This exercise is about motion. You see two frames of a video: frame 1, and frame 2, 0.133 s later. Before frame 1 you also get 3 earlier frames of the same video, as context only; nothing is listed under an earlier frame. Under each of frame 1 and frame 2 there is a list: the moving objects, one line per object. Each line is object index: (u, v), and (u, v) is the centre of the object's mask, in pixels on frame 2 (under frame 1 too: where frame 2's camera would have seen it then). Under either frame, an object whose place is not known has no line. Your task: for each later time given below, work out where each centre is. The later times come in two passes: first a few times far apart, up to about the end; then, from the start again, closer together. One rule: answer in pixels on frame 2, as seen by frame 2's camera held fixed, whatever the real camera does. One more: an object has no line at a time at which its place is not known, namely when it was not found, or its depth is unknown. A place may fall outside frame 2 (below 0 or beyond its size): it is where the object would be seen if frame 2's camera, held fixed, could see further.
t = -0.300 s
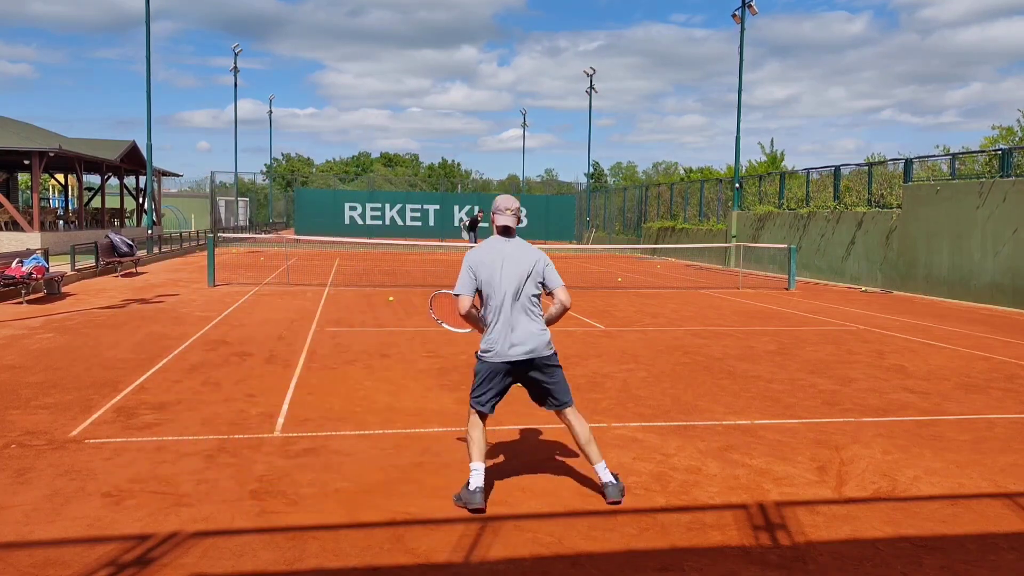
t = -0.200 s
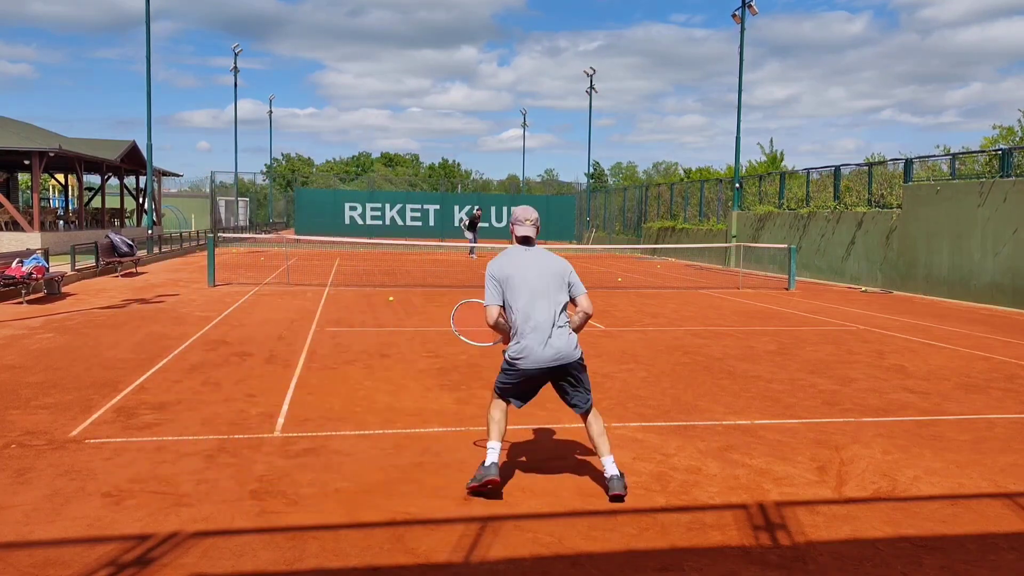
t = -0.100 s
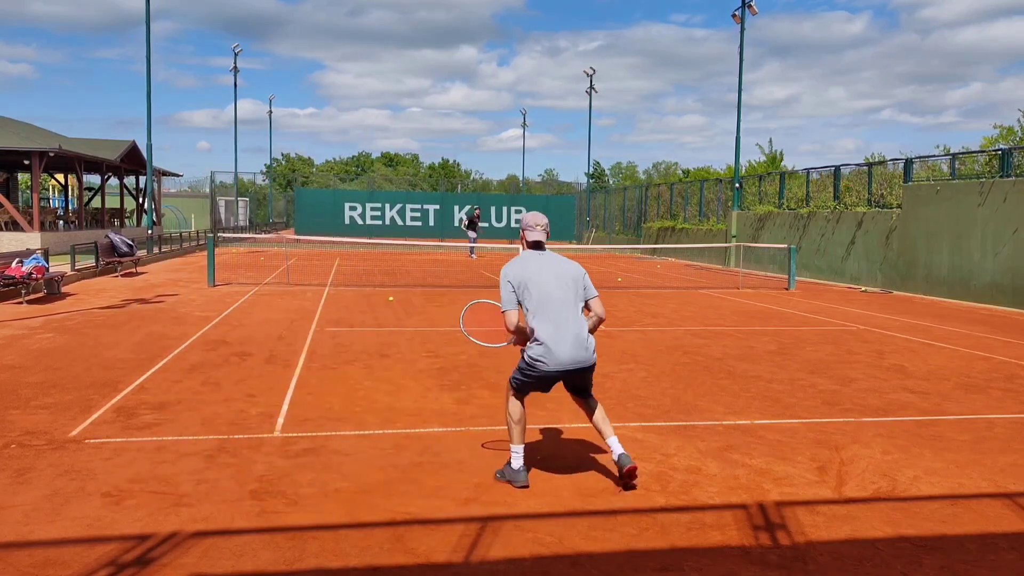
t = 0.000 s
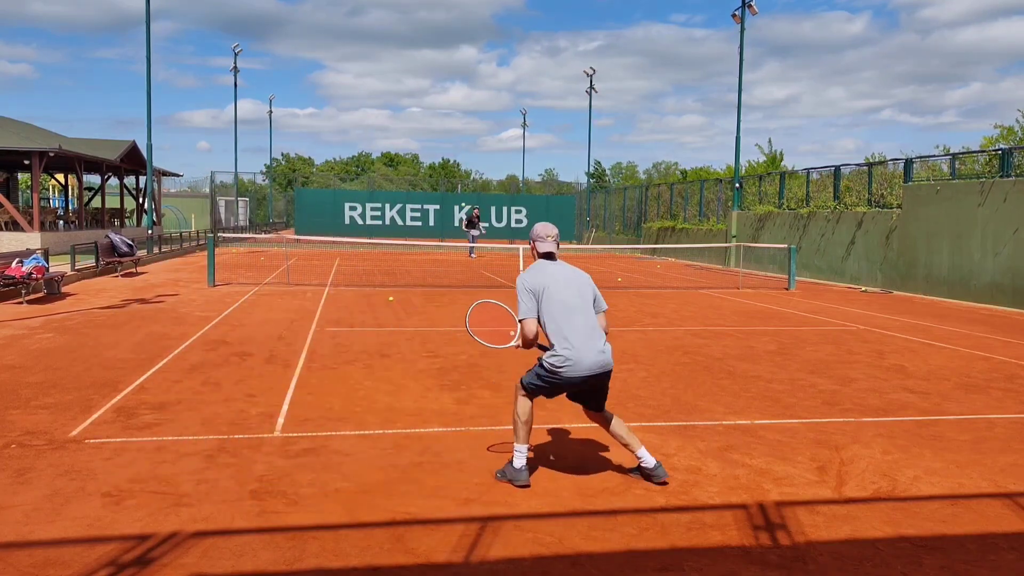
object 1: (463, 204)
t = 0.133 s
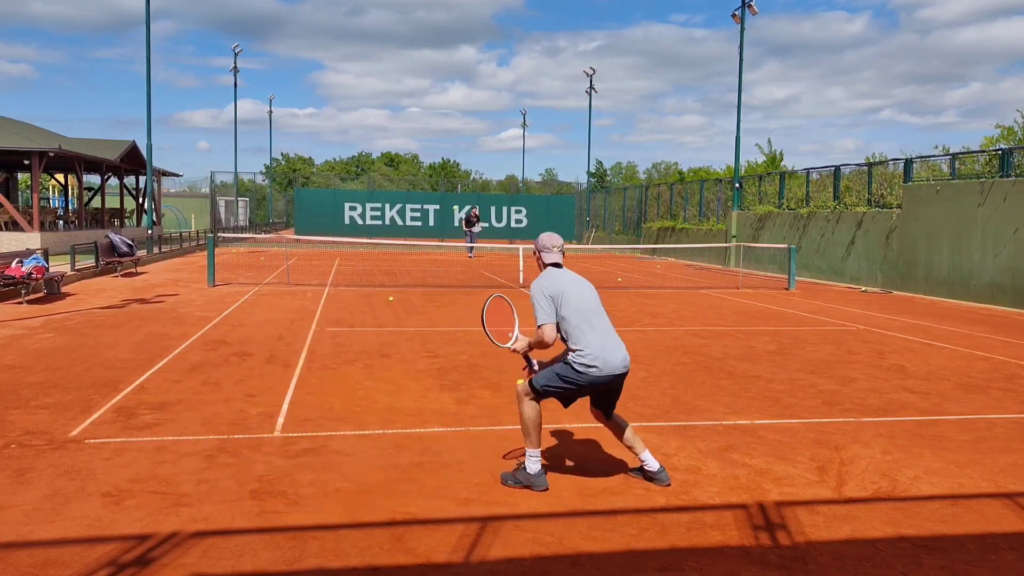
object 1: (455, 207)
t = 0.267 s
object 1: (446, 220)
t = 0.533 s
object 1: (425, 296)
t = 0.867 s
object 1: (406, 367)
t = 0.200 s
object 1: (451, 212)
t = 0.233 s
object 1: (449, 216)
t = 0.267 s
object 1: (446, 220)
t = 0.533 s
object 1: (425, 296)
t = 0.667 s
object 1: (411, 387)
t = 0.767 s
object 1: (407, 382)
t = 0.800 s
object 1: (407, 376)
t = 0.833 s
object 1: (406, 371)
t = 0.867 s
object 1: (406, 367)
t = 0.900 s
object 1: (406, 365)
